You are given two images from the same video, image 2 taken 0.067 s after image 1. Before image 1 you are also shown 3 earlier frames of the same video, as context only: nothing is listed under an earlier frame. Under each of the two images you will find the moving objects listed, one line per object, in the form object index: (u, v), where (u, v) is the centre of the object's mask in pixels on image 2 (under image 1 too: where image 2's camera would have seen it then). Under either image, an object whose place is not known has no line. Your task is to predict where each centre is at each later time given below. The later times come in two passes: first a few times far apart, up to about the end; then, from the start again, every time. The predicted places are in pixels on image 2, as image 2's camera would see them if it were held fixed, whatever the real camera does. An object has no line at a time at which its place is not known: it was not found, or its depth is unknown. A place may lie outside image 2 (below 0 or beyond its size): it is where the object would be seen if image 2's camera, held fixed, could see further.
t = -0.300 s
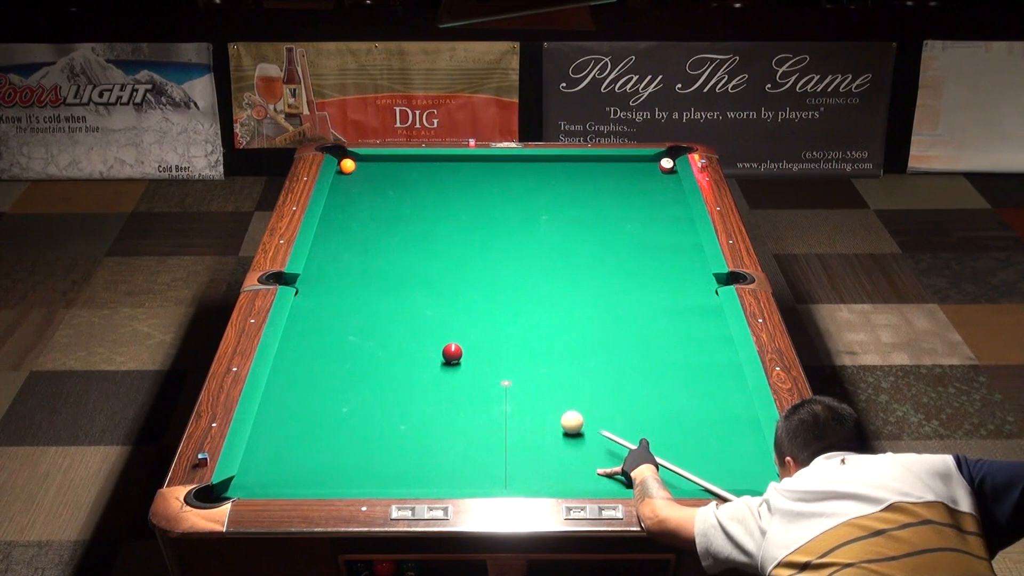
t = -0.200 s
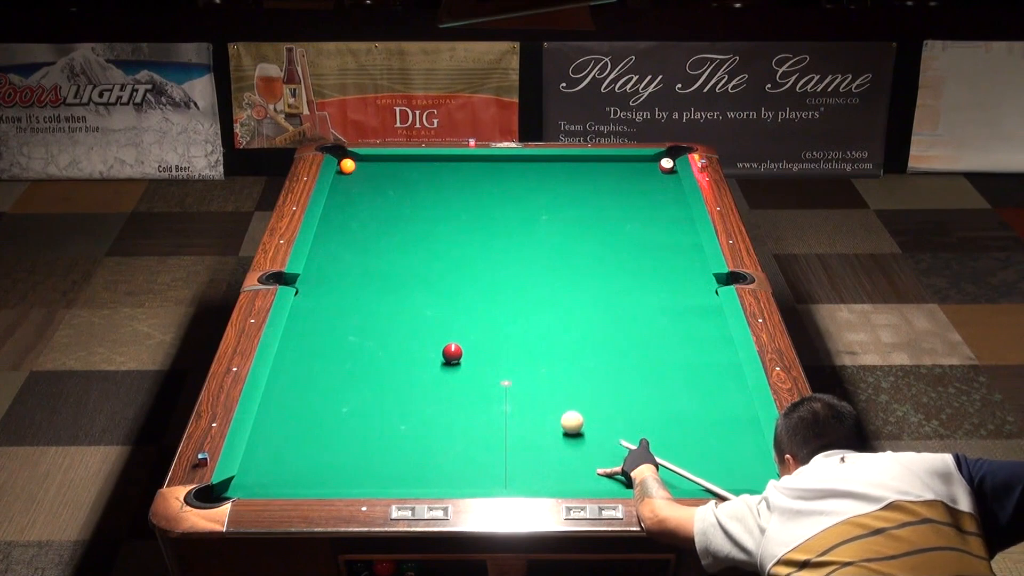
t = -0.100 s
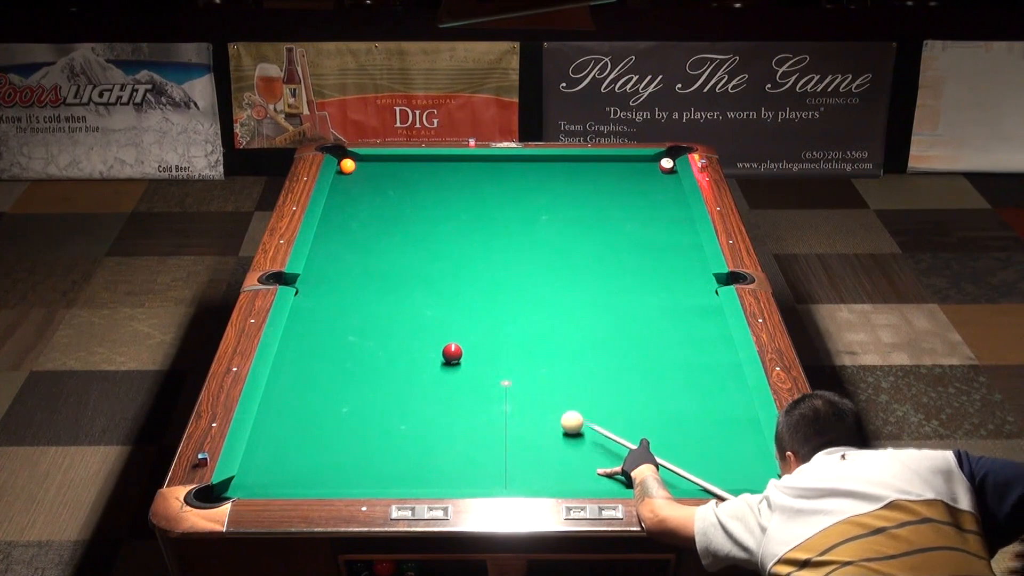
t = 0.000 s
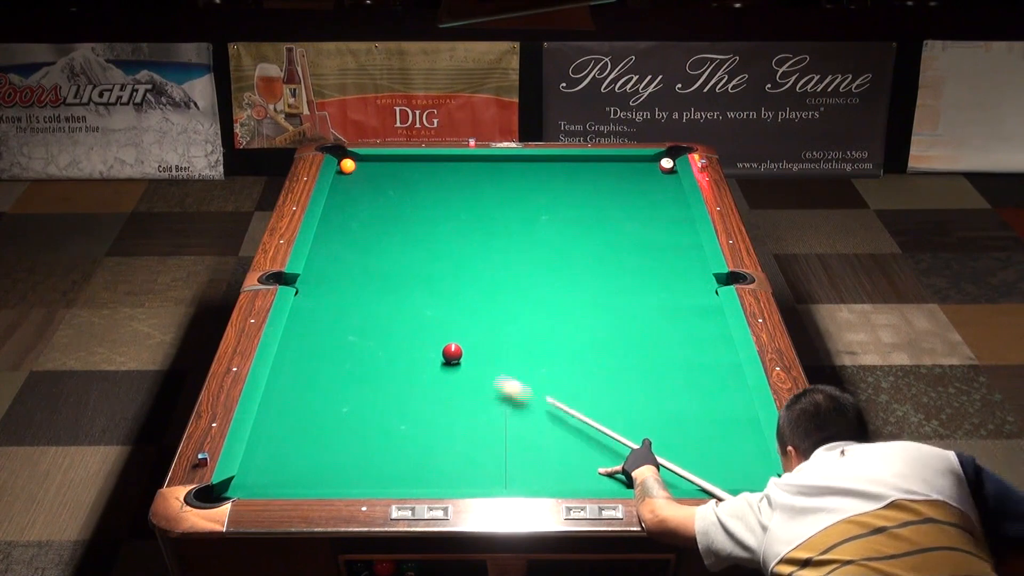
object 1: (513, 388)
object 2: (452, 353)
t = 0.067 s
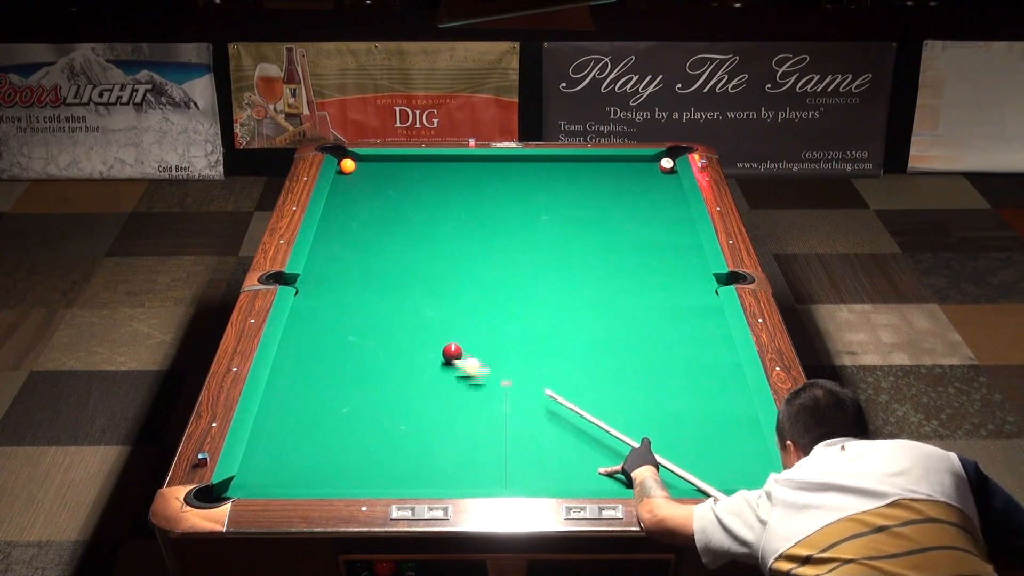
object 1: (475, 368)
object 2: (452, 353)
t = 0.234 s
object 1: (420, 362)
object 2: (411, 309)
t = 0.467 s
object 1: (347, 353)
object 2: (364, 261)
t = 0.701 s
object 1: (298, 339)
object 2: (327, 224)
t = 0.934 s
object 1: (341, 319)
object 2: (358, 196)
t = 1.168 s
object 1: (378, 302)
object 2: (384, 173)
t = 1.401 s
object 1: (411, 285)
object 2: (406, 163)
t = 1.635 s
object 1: (442, 270)
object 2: (422, 175)
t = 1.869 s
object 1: (471, 256)
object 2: (439, 187)
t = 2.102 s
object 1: (497, 243)
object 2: (455, 199)
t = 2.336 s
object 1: (521, 231)
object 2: (472, 212)
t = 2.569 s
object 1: (543, 220)
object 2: (489, 224)
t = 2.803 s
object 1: (564, 210)
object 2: (506, 237)
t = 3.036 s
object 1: (584, 201)
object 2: (524, 250)
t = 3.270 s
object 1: (602, 192)
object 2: (541, 263)
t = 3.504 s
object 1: (619, 184)
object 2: (559, 276)
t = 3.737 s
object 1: (635, 177)
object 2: (577, 289)
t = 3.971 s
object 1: (650, 170)
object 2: (595, 302)
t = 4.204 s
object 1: (651, 166)
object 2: (613, 316)
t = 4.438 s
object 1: (645, 164)
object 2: (631, 328)
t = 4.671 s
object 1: (640, 163)
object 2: (649, 341)
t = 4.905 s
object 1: (636, 161)
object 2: (667, 354)
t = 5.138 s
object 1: (633, 160)
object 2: (686, 367)
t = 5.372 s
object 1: (630, 159)
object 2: (703, 380)
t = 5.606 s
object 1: (628, 159)
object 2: (720, 392)
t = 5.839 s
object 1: (627, 159)
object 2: (737, 404)
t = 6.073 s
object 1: (627, 159)
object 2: (741, 415)
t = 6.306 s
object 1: (627, 159)
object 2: (737, 424)
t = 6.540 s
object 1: (627, 159)
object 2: (733, 432)
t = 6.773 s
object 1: (627, 159)
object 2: (729, 440)
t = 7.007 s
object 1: (627, 159)
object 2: (726, 448)
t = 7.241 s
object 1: (627, 159)
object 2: (723, 454)
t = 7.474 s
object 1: (627, 159)
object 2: (720, 460)
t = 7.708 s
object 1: (627, 159)
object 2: (717, 466)
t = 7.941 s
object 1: (627, 159)
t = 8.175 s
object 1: (627, 159)
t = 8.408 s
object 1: (627, 159)
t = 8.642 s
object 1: (627, 159)
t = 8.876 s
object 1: (627, 159)
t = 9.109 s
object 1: (628, 159)
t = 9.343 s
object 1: (627, 159)
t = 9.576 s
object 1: (627, 159)
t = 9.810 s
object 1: (627, 159)
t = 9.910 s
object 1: (627, 159)
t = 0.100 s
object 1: (456, 361)
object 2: (446, 346)
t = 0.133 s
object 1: (447, 362)
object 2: (437, 336)
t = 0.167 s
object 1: (439, 362)
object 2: (428, 327)
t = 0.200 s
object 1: (430, 363)
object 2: (419, 318)
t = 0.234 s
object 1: (420, 362)
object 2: (411, 309)
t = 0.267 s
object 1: (410, 362)
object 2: (403, 301)
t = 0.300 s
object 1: (400, 361)
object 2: (395, 293)
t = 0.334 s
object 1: (389, 360)
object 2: (388, 286)
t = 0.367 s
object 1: (379, 358)
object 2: (382, 279)
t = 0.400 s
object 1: (369, 356)
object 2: (376, 273)
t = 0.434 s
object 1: (358, 355)
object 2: (370, 267)
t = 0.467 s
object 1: (347, 353)
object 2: (364, 261)
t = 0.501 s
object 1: (337, 351)
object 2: (359, 255)
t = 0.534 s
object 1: (326, 349)
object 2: (353, 250)
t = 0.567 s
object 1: (316, 348)
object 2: (347, 244)
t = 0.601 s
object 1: (306, 345)
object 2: (342, 239)
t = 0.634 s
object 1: (296, 344)
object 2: (337, 234)
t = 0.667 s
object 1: (291, 342)
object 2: (332, 229)
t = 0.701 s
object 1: (298, 339)
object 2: (327, 224)
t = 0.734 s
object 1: (306, 336)
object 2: (330, 219)
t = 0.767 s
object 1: (313, 333)
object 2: (336, 215)
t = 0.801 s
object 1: (319, 330)
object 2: (341, 211)
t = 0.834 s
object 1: (325, 327)
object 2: (345, 208)
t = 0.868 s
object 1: (330, 324)
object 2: (349, 204)
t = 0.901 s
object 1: (336, 322)
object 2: (354, 200)
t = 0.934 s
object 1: (341, 319)
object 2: (358, 196)
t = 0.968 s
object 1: (347, 317)
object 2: (362, 193)
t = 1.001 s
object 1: (352, 314)
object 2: (366, 189)
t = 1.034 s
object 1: (357, 311)
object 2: (369, 186)
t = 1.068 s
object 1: (362, 309)
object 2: (373, 183)
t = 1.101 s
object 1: (368, 306)
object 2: (377, 179)
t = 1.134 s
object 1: (373, 304)
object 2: (381, 176)
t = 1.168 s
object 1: (378, 302)
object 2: (384, 173)
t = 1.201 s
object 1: (383, 299)
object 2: (388, 169)
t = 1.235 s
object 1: (387, 297)
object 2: (392, 166)
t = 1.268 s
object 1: (392, 294)
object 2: (395, 163)
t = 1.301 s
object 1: (397, 292)
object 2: (399, 160)
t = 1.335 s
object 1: (402, 289)
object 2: (401, 159)
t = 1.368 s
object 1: (407, 287)
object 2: (404, 161)
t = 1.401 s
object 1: (411, 285)
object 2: (406, 163)
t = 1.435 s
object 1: (416, 283)
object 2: (408, 165)
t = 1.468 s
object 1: (420, 280)
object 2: (410, 166)
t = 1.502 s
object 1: (425, 278)
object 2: (413, 168)
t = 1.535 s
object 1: (429, 276)
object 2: (415, 170)
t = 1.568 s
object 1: (433, 274)
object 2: (418, 172)
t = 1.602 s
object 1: (438, 272)
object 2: (420, 173)
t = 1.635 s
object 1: (442, 270)
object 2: (422, 175)
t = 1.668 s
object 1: (446, 268)
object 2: (425, 177)
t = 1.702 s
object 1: (450, 266)
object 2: (427, 178)
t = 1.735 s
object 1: (454, 264)
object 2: (429, 180)
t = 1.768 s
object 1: (459, 262)
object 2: (432, 182)
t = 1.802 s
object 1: (462, 260)
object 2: (434, 184)
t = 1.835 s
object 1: (467, 258)
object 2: (436, 185)
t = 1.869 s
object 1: (471, 256)
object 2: (439, 187)
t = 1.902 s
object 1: (474, 254)
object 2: (441, 189)
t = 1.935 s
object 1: (478, 252)
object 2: (443, 191)
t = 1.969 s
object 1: (482, 250)
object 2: (446, 192)
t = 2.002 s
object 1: (486, 248)
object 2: (448, 194)
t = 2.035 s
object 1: (489, 247)
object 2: (450, 196)
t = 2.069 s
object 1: (493, 245)
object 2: (453, 197)
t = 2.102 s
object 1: (497, 243)
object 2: (455, 199)
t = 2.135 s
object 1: (500, 241)
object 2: (457, 201)
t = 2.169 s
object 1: (504, 239)
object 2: (460, 203)
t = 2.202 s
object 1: (507, 238)
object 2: (462, 204)
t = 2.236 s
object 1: (511, 236)
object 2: (465, 206)
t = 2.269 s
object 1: (514, 235)
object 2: (467, 208)
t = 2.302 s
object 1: (518, 233)
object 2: (470, 210)
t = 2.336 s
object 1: (521, 231)
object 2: (472, 212)
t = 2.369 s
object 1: (524, 230)
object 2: (474, 214)
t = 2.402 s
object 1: (527, 228)
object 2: (477, 215)
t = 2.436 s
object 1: (531, 226)
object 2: (479, 217)
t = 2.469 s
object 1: (534, 225)
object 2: (481, 219)
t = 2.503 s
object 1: (537, 223)
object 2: (484, 221)
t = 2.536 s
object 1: (540, 222)
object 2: (486, 222)
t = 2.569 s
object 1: (543, 220)
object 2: (489, 224)
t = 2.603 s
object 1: (546, 219)
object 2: (491, 226)
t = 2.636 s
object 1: (549, 217)
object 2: (494, 228)
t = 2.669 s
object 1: (552, 216)
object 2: (496, 230)
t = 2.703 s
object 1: (556, 215)
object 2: (499, 232)
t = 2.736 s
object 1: (559, 213)
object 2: (501, 234)
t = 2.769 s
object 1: (561, 212)
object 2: (503, 235)
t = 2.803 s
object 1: (564, 210)
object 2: (506, 237)
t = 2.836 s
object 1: (567, 209)
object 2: (509, 239)
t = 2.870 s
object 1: (570, 207)
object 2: (511, 241)
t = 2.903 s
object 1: (573, 206)
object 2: (514, 242)
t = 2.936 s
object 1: (576, 205)
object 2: (516, 244)
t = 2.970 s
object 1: (578, 203)
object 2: (519, 247)
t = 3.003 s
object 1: (581, 202)
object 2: (521, 248)
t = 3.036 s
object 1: (584, 201)
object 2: (524, 250)
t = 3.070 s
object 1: (587, 199)
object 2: (526, 252)
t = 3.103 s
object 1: (589, 198)
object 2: (529, 254)
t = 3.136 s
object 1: (592, 197)
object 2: (531, 255)
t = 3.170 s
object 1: (594, 196)
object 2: (534, 257)
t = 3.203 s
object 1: (597, 194)
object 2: (536, 260)
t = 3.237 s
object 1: (600, 193)
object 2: (539, 261)
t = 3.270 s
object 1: (602, 192)
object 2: (541, 263)
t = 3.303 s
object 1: (605, 191)
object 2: (544, 265)
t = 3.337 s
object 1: (607, 190)
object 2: (546, 267)
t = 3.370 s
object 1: (610, 188)
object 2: (549, 269)
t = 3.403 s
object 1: (612, 187)
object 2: (551, 271)
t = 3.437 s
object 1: (615, 186)
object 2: (554, 272)
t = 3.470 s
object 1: (617, 185)
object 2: (556, 274)
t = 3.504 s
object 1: (619, 184)
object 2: (559, 276)
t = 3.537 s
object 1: (622, 183)
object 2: (562, 278)
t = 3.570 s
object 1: (624, 182)
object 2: (564, 280)
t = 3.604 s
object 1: (626, 181)
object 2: (567, 282)
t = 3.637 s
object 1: (629, 180)
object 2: (569, 283)
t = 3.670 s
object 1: (631, 179)
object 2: (572, 285)
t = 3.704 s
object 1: (633, 177)
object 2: (574, 287)
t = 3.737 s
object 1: (635, 177)
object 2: (577, 289)
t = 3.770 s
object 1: (637, 176)
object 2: (579, 291)
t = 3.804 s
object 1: (640, 174)
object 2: (582, 293)
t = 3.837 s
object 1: (642, 173)
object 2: (584, 295)
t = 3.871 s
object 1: (644, 172)
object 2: (587, 297)
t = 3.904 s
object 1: (646, 171)
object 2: (590, 299)
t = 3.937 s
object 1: (648, 171)
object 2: (592, 300)
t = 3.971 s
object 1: (650, 170)
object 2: (595, 302)
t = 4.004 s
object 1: (652, 169)
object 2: (597, 304)
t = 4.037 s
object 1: (653, 168)
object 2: (600, 306)
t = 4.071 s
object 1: (653, 167)
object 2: (603, 308)
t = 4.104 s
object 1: (653, 167)
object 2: (605, 310)
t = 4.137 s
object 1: (652, 167)
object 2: (608, 312)
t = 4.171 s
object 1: (651, 166)
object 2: (610, 313)
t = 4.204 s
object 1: (651, 166)
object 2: (613, 316)
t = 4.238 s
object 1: (650, 166)
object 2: (615, 317)
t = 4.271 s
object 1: (649, 165)
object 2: (618, 319)
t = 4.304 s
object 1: (648, 165)
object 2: (621, 321)
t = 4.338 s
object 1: (647, 165)
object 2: (623, 323)
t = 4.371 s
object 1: (647, 165)
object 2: (626, 325)
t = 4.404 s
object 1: (646, 164)
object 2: (629, 326)
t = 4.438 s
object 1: (645, 164)
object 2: (631, 328)
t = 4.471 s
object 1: (644, 164)
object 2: (634, 330)
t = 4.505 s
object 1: (643, 164)
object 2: (636, 332)
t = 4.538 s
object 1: (643, 164)
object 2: (639, 334)
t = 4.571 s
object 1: (642, 163)
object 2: (642, 336)
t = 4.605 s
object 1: (642, 163)
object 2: (644, 338)
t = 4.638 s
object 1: (641, 163)
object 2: (647, 339)
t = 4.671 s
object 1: (640, 163)
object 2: (649, 341)
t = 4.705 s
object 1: (639, 162)
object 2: (652, 343)
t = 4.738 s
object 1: (639, 162)
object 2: (655, 345)
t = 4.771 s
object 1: (638, 162)
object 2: (657, 347)
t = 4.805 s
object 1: (638, 162)
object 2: (660, 349)
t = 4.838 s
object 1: (637, 162)
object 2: (662, 351)
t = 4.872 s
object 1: (636, 161)
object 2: (665, 352)
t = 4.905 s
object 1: (636, 161)
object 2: (667, 354)
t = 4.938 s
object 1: (635, 161)
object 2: (670, 356)
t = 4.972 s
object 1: (635, 161)
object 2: (673, 358)
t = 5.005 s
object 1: (634, 161)
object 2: (675, 360)
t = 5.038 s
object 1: (634, 160)
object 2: (678, 362)
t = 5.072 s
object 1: (633, 160)
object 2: (680, 363)
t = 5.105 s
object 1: (633, 160)
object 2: (683, 365)
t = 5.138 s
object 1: (633, 160)
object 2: (686, 367)
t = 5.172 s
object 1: (632, 160)
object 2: (688, 369)
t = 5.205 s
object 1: (632, 160)
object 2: (691, 371)
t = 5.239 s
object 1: (631, 160)
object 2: (693, 372)
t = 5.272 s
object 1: (631, 160)
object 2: (696, 374)
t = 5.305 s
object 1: (631, 159)
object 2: (698, 376)
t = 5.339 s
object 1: (630, 159)
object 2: (701, 378)
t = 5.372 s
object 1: (630, 159)
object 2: (703, 380)
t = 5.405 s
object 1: (630, 159)
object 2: (706, 382)
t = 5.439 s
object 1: (630, 159)
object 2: (708, 383)
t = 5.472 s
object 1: (629, 159)
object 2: (710, 385)
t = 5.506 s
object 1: (629, 159)
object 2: (713, 387)
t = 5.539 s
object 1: (629, 159)
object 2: (715, 388)
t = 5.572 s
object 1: (629, 159)
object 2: (718, 391)
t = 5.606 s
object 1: (628, 159)
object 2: (720, 392)
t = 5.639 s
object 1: (628, 159)
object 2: (723, 394)
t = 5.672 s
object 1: (628, 159)
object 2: (725, 395)
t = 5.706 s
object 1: (628, 159)
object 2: (728, 398)
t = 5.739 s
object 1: (628, 159)
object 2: (730, 399)
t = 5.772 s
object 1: (628, 159)
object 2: (732, 401)
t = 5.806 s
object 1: (628, 159)
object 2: (734, 402)
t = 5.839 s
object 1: (627, 159)
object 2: (737, 404)
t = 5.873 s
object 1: (627, 159)
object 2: (739, 406)
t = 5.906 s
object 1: (627, 159)
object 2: (741, 408)
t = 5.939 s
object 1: (627, 159)
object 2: (743, 409)
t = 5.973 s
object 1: (627, 159)
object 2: (743, 411)
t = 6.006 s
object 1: (627, 159)
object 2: (742, 412)
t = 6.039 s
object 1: (627, 159)
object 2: (742, 413)
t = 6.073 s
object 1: (627, 159)
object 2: (741, 415)
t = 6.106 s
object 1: (627, 159)
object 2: (741, 416)
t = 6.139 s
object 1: (627, 159)
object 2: (740, 417)
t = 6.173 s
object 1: (627, 159)
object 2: (740, 419)
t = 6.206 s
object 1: (627, 159)
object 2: (739, 420)
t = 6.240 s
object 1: (627, 159)
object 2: (738, 421)
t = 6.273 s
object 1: (627, 159)
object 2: (738, 423)
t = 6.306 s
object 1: (627, 159)
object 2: (737, 424)
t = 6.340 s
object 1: (627, 159)
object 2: (736, 425)
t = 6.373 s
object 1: (627, 159)
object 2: (736, 426)
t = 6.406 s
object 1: (627, 159)
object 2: (735, 427)
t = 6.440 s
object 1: (627, 159)
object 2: (735, 429)
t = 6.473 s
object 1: (627, 159)
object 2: (734, 430)
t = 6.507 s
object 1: (627, 159)
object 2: (733, 431)
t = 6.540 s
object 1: (627, 159)
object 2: (733, 432)
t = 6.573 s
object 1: (627, 159)
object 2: (732, 433)
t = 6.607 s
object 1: (627, 159)
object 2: (732, 434)
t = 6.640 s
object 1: (627, 159)
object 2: (731, 435)
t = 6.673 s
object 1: (627, 159)
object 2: (731, 437)
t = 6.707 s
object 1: (627, 159)
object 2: (730, 438)
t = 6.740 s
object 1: (627, 159)
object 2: (730, 439)
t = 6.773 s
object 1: (627, 159)
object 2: (729, 440)
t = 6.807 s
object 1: (627, 159)
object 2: (729, 441)
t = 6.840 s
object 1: (627, 159)
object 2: (728, 443)
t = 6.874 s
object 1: (627, 159)
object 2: (728, 443)
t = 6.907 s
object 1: (627, 159)
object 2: (727, 444)
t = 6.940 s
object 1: (627, 159)
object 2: (727, 445)
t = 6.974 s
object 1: (627, 159)
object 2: (726, 446)
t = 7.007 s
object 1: (627, 159)
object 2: (726, 448)
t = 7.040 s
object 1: (627, 159)
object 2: (725, 448)
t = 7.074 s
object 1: (627, 159)
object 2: (725, 450)
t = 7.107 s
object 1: (627, 159)
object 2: (724, 451)
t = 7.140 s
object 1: (627, 159)
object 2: (724, 451)
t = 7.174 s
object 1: (627, 159)
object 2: (724, 452)
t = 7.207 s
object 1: (627, 159)
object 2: (723, 453)
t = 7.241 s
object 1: (627, 159)
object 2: (723, 454)
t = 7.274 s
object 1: (627, 159)
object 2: (722, 455)
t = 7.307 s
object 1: (627, 159)
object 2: (722, 456)
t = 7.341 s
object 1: (627, 159)
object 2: (721, 457)
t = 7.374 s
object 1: (627, 159)
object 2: (721, 458)
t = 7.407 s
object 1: (627, 159)
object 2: (721, 459)
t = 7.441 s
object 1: (627, 159)
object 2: (720, 459)
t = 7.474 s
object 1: (627, 159)
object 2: (720, 460)
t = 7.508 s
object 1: (627, 159)
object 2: (719, 461)
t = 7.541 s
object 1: (627, 159)
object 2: (719, 462)
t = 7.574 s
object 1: (627, 159)
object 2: (719, 463)
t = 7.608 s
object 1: (627, 159)
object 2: (718, 463)
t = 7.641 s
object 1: (627, 159)
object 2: (718, 464)
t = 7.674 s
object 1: (627, 159)
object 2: (717, 465)
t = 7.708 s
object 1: (627, 159)
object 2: (717, 466)
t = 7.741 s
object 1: (627, 159)
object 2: (717, 466)
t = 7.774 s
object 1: (627, 159)
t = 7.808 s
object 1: (627, 159)
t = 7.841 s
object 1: (627, 159)
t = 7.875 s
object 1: (627, 159)
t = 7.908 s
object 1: (627, 159)
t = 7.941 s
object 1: (627, 159)
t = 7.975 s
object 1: (627, 159)
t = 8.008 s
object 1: (627, 159)
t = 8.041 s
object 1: (627, 159)
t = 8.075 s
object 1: (627, 159)
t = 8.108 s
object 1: (627, 159)
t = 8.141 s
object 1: (627, 159)
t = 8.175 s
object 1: (627, 159)
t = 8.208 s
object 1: (627, 159)
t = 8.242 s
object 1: (627, 159)
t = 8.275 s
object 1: (627, 159)
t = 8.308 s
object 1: (627, 159)
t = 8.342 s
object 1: (627, 159)
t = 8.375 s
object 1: (627, 159)
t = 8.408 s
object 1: (627, 159)
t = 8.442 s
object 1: (627, 159)
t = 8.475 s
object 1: (627, 159)
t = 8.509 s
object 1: (627, 159)
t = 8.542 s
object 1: (627, 159)
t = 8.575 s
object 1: (627, 159)
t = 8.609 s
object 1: (627, 159)
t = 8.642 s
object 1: (627, 159)
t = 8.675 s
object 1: (627, 159)
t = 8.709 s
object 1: (627, 159)
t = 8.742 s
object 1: (627, 159)
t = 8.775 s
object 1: (627, 159)
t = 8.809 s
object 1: (627, 159)
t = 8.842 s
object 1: (627, 159)
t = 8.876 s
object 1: (627, 159)
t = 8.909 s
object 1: (627, 159)
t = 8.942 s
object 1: (628, 159)
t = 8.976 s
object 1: (627, 159)
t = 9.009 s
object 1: (627, 159)
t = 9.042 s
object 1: (627, 159)
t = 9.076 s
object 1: (627, 159)
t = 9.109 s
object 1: (628, 159)
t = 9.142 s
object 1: (627, 159)
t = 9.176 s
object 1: (627, 159)
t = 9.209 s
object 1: (627, 159)
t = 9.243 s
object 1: (627, 159)
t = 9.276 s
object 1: (627, 159)
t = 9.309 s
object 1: (627, 159)
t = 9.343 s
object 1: (627, 159)
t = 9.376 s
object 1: (627, 159)
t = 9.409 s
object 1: (627, 159)
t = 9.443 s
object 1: (627, 159)
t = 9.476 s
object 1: (627, 159)
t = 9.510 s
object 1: (627, 159)
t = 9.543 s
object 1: (627, 159)
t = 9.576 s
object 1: (627, 159)
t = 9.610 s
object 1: (627, 159)
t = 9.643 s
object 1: (627, 159)
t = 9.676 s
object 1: (627, 159)
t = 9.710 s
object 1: (627, 159)
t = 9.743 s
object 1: (627, 159)
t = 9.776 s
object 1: (627, 159)
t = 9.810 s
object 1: (627, 159)
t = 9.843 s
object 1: (627, 159)
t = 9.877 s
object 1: (627, 159)
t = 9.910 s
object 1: (627, 159)
